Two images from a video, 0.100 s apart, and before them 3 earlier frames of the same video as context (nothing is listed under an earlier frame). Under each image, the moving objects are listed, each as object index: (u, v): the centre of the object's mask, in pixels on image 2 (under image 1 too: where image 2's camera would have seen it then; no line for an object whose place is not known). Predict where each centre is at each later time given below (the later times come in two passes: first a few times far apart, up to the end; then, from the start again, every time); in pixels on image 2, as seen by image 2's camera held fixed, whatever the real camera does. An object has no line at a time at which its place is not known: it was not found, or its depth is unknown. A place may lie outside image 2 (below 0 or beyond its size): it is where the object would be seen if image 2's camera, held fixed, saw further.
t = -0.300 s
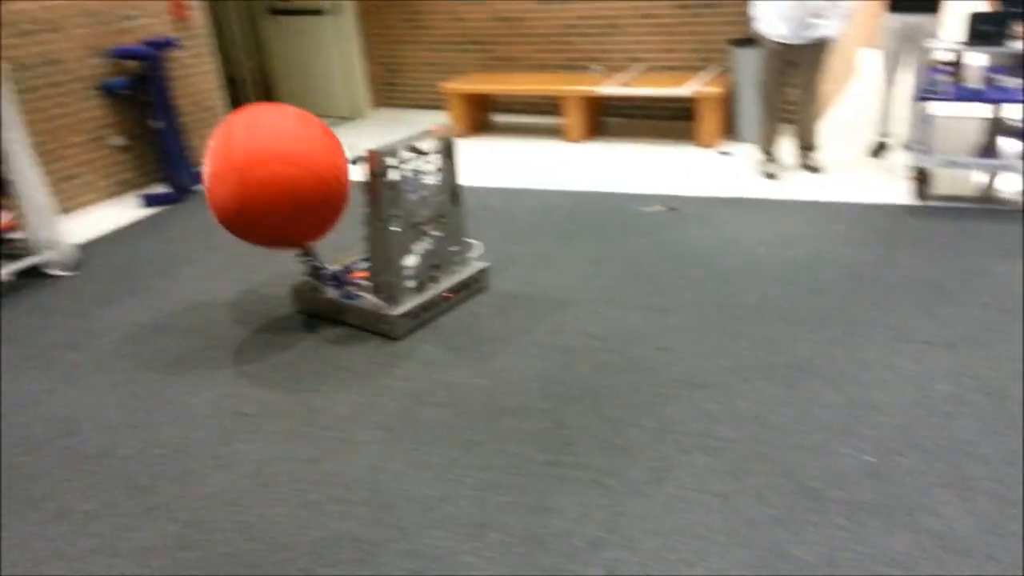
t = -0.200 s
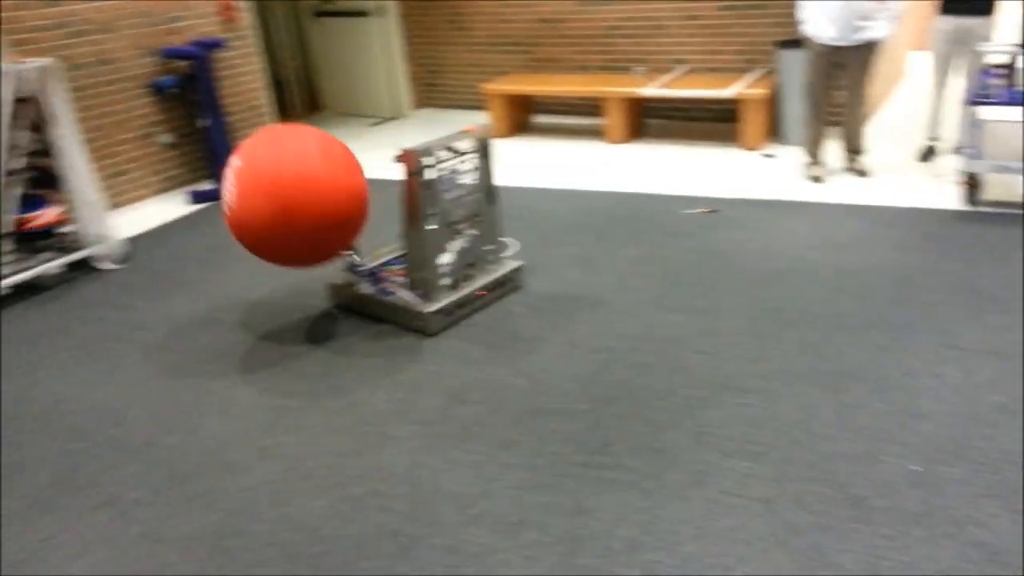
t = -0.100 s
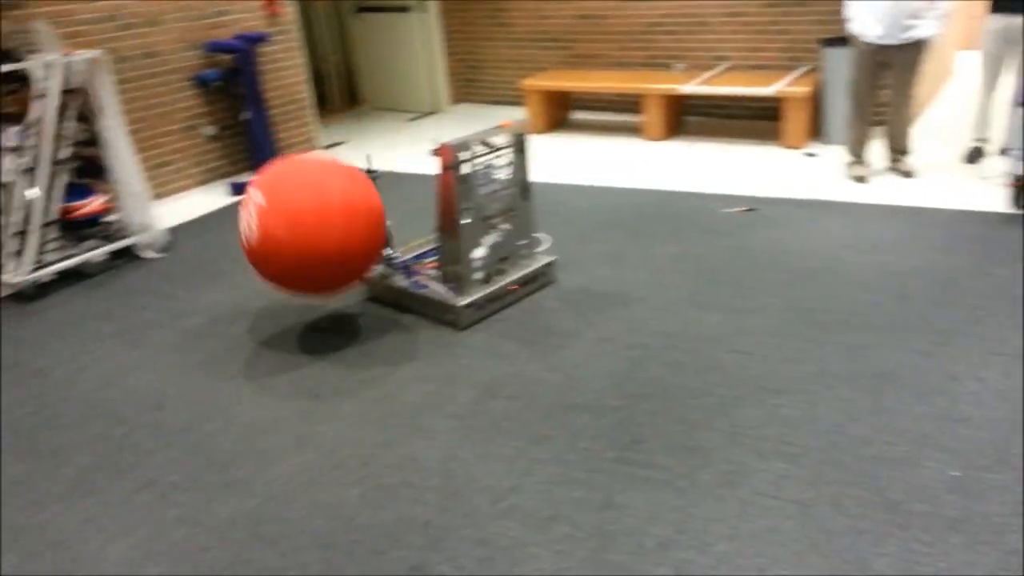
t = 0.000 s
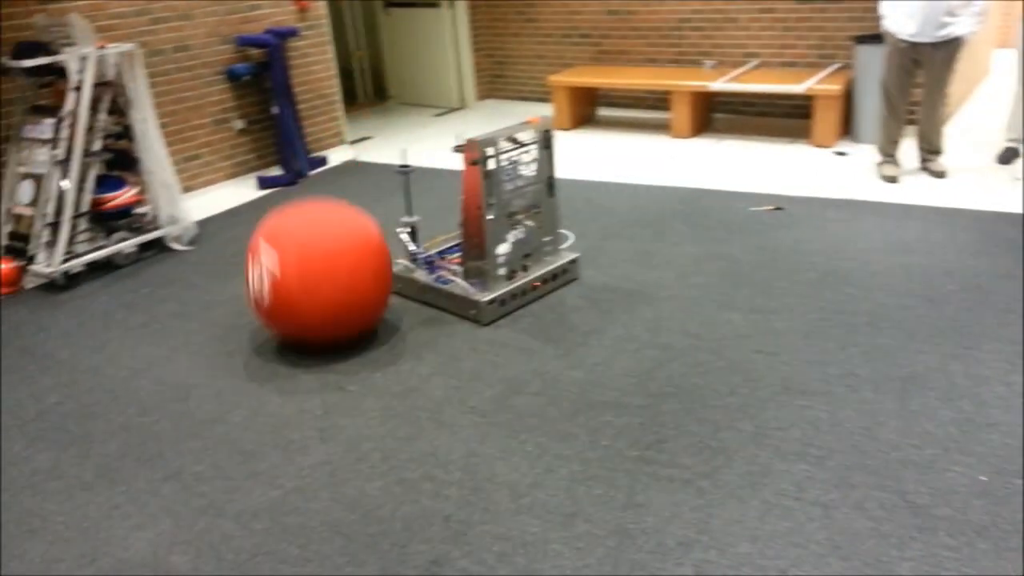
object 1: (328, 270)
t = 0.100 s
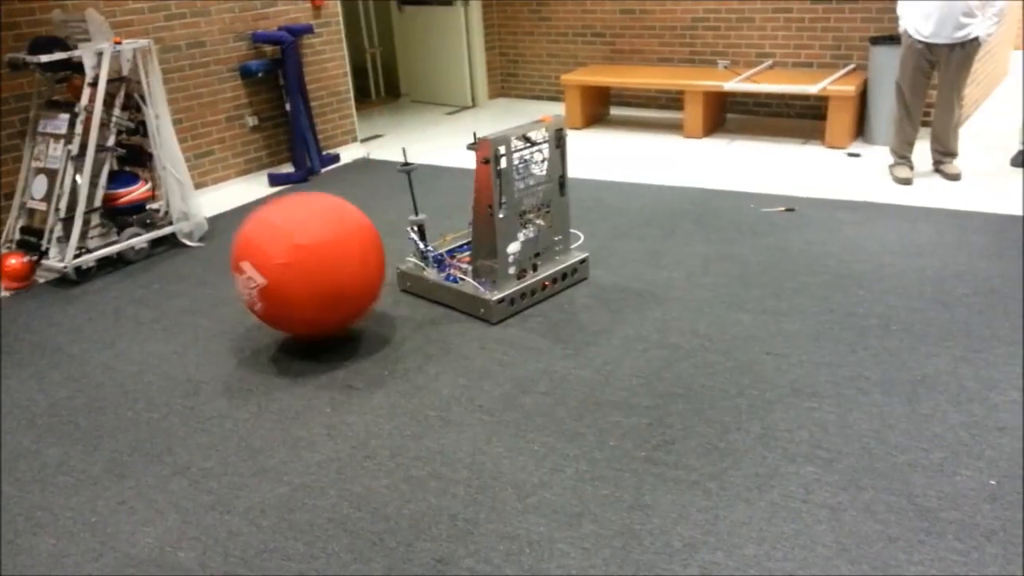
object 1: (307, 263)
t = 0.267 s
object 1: (275, 249)
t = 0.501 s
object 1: (237, 316)
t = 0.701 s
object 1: (185, 315)
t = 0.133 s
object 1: (301, 257)
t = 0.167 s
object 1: (294, 253)
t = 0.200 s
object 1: (287, 250)
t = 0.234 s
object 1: (281, 248)
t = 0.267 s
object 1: (275, 249)
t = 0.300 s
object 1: (269, 250)
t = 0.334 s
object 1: (263, 257)
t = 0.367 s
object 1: (257, 263)
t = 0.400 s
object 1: (250, 275)
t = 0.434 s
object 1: (246, 286)
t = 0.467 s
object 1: (241, 300)
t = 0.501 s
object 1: (237, 316)
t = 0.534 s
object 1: (232, 334)
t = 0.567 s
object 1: (223, 333)
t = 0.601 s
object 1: (213, 325)
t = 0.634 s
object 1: (204, 320)
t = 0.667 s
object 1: (195, 317)
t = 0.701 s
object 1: (185, 315)
